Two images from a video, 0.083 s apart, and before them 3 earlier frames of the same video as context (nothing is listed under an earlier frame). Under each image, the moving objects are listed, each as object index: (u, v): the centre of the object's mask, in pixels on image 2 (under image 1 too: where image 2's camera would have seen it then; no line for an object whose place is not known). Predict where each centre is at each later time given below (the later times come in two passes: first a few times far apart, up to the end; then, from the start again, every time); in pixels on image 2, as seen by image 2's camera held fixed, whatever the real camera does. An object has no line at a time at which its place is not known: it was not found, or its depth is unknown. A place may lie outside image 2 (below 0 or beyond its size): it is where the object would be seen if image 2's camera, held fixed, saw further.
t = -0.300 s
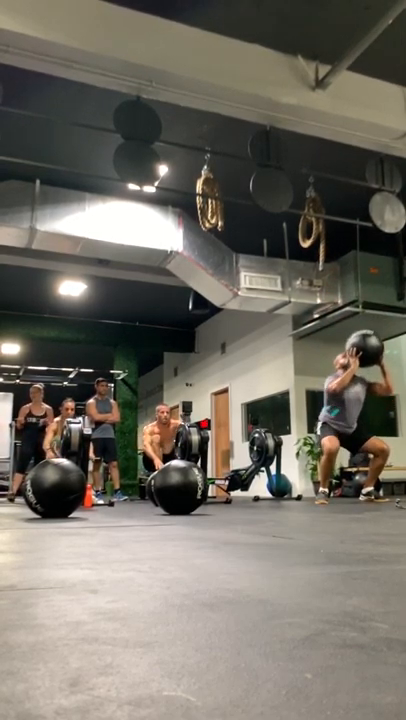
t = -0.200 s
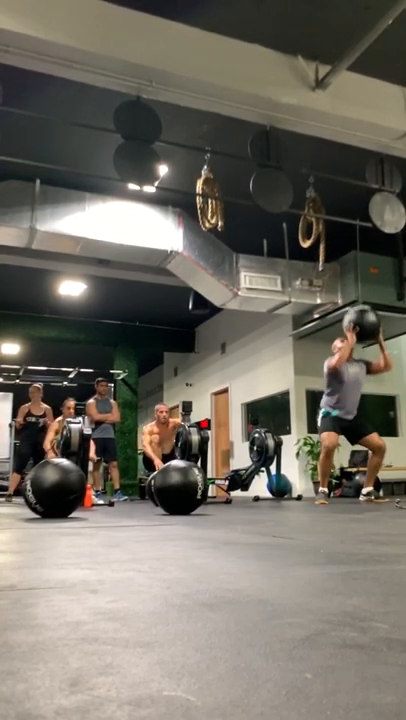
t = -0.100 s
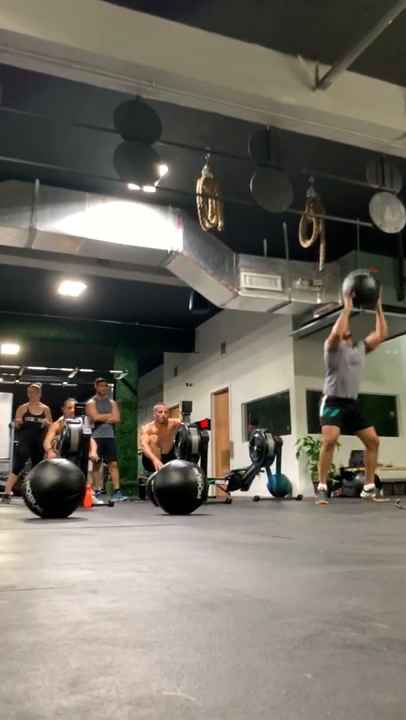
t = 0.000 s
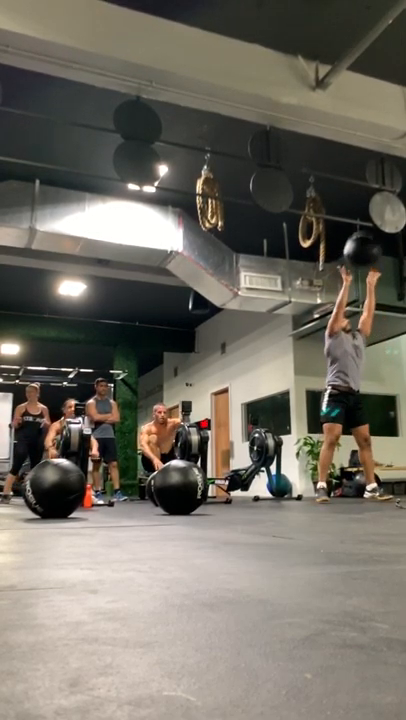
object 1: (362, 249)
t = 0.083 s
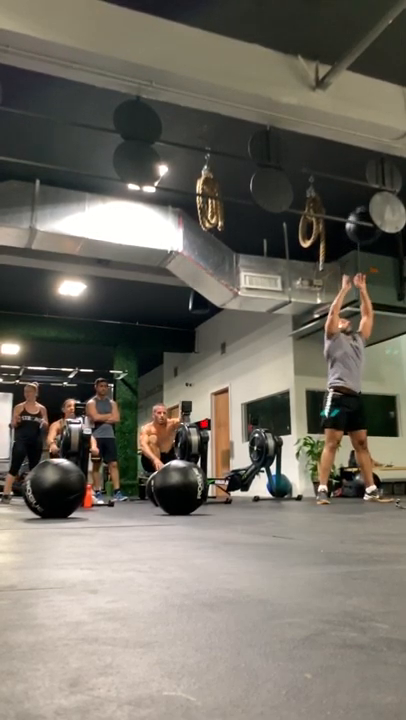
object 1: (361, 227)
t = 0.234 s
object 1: (361, 197)
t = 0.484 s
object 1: (359, 202)
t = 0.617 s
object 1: (360, 232)
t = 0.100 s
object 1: (360, 221)
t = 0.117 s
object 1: (360, 218)
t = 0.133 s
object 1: (359, 209)
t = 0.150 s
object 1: (359, 207)
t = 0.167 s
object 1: (360, 205)
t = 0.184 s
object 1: (361, 203)
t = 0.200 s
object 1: (360, 202)
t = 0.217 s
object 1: (361, 199)
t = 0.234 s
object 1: (361, 197)
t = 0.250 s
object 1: (362, 196)
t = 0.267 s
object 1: (362, 195)
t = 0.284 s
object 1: (362, 194)
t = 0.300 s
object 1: (362, 194)
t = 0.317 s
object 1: (362, 191)
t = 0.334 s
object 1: (362, 191)
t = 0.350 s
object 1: (362, 191)
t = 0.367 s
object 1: (361, 191)
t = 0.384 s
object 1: (361, 195)
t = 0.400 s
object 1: (361, 195)
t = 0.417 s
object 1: (360, 196)
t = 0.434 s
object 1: (360, 197)
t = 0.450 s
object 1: (359, 199)
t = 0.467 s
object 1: (359, 200)
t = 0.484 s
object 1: (359, 202)
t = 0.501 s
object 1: (359, 204)
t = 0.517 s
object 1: (358, 207)
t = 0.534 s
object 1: (357, 209)
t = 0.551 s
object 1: (357, 212)
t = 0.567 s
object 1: (358, 218)
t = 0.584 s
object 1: (359, 222)
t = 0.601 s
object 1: (359, 226)
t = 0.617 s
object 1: (360, 232)
